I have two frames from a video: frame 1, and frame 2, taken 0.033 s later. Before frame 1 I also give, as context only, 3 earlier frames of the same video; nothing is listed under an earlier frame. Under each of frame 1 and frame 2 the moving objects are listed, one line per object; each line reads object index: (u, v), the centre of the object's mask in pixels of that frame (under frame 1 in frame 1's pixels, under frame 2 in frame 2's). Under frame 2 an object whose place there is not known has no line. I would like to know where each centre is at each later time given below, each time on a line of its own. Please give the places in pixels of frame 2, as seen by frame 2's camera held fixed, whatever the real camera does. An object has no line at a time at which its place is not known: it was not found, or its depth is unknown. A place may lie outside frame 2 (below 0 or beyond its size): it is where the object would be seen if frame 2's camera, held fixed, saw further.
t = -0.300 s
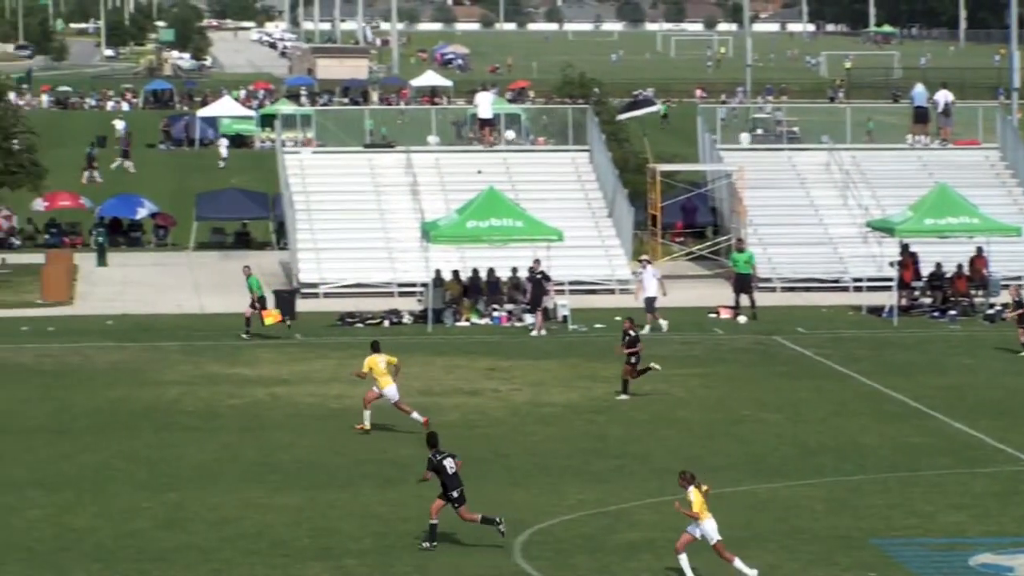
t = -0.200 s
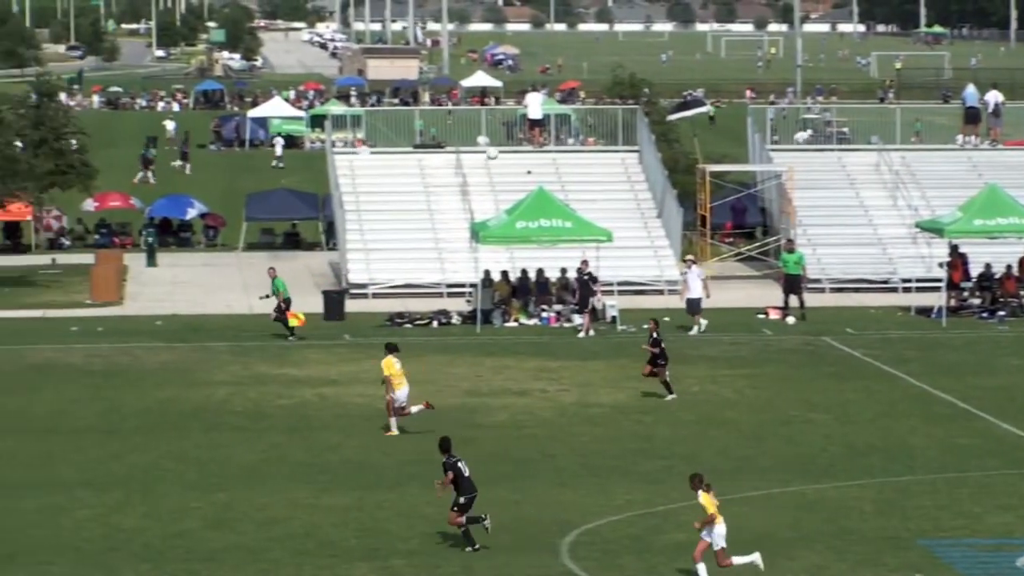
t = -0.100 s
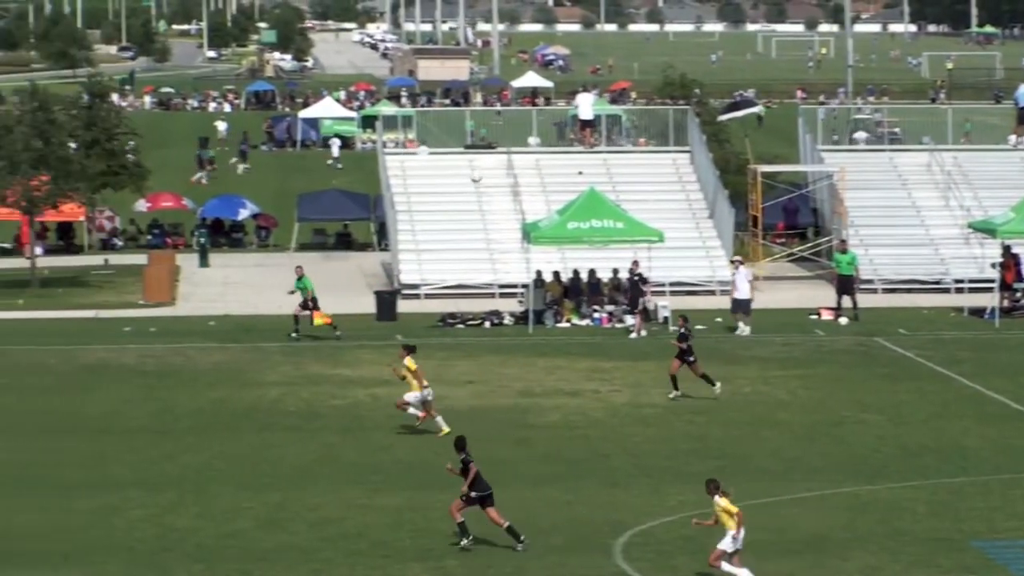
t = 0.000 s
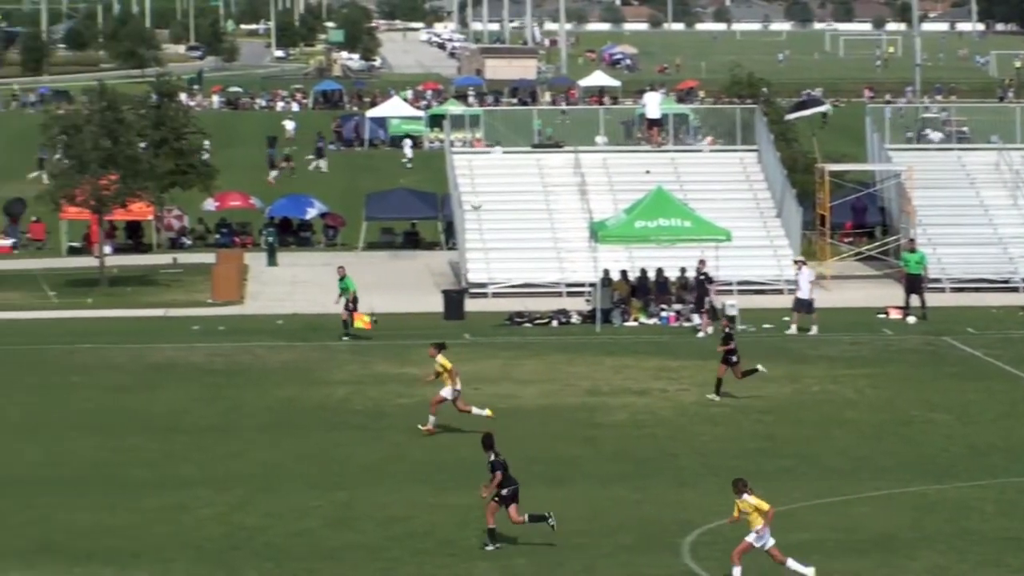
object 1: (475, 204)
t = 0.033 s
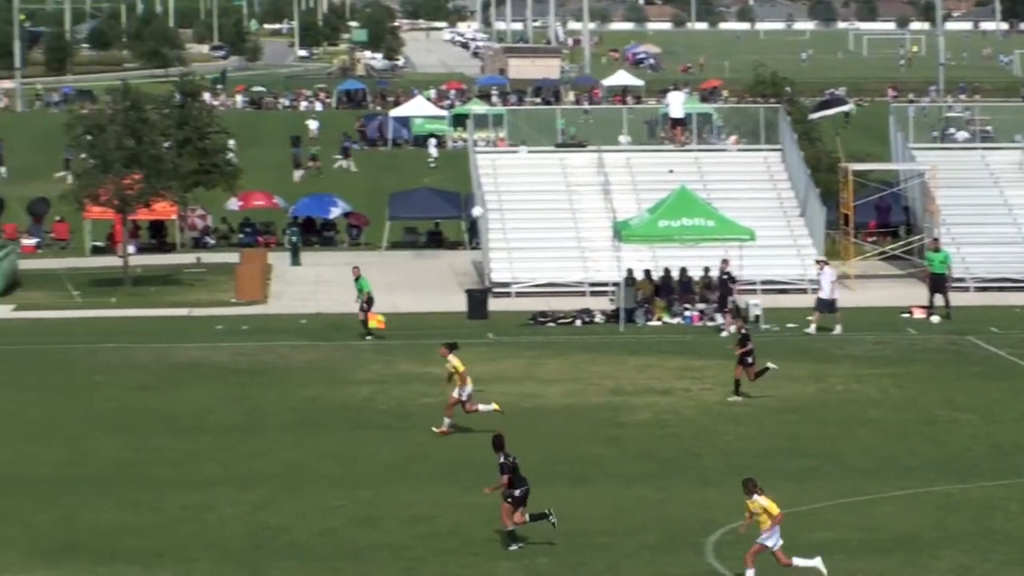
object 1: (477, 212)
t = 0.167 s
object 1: (386, 259)
